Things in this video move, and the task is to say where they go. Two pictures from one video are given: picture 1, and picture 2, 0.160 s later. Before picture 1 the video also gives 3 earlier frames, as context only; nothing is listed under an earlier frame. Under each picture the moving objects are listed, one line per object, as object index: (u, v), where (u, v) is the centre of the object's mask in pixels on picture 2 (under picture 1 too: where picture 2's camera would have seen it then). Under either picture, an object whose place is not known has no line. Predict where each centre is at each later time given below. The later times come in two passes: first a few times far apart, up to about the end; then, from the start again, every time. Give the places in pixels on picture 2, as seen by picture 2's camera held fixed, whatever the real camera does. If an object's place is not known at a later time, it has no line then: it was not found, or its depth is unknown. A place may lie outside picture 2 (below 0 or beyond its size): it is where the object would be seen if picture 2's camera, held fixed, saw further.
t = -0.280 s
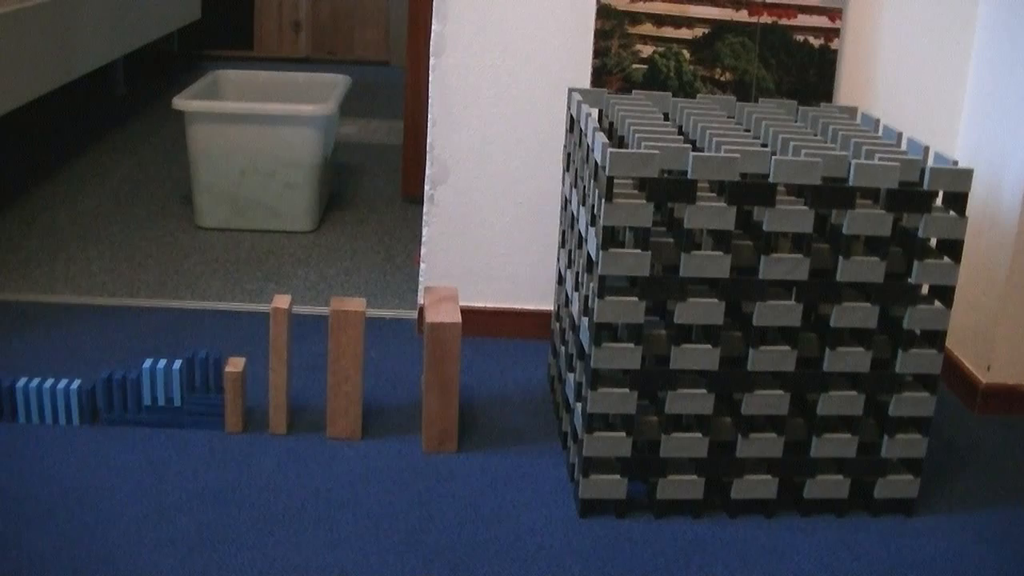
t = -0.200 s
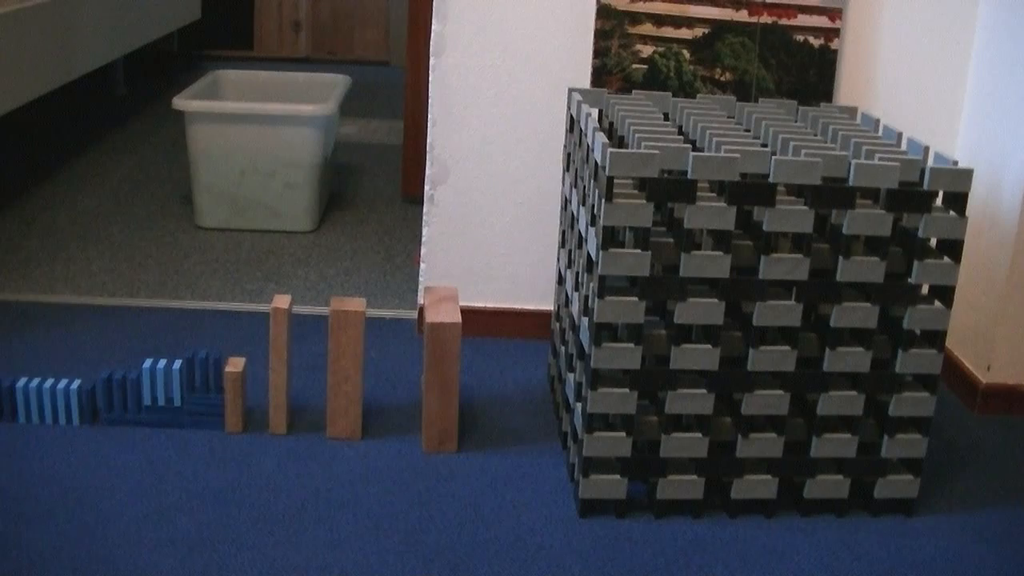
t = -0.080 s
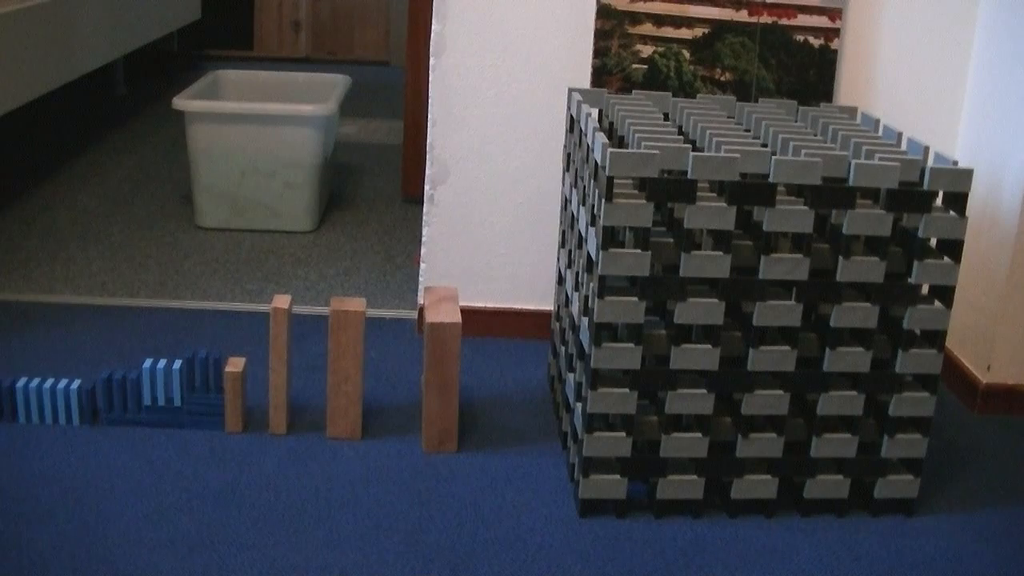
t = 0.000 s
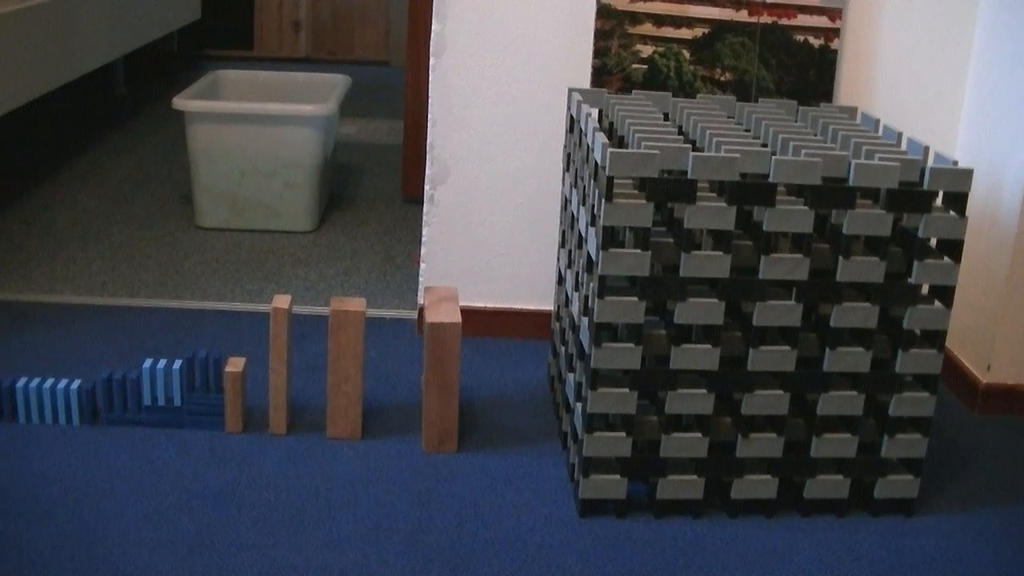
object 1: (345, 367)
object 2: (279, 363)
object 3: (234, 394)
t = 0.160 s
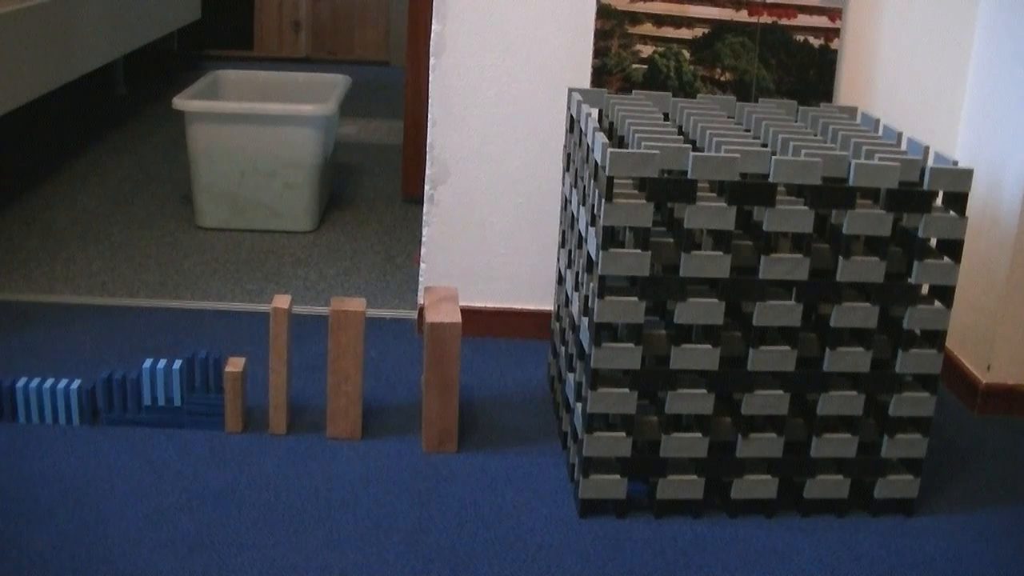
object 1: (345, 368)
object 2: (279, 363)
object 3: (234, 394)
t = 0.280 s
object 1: (345, 368)
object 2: (279, 364)
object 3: (234, 394)
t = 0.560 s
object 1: (345, 367)
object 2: (279, 363)
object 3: (236, 394)
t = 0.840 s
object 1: (345, 367)
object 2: (293, 363)
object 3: (252, 397)
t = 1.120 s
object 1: (366, 368)
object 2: (320, 369)
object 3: (262, 403)
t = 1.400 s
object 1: (410, 383)
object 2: (346, 388)
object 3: (264, 409)
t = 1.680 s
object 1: (423, 400)
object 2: (345, 396)
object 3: (263, 409)
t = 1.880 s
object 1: (423, 398)
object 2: (345, 396)
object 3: (263, 409)
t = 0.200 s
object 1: (345, 368)
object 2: (279, 364)
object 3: (234, 394)
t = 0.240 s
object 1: (345, 368)
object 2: (279, 364)
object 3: (234, 394)
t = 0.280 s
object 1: (345, 368)
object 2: (279, 364)
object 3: (234, 394)
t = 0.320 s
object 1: (345, 368)
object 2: (279, 364)
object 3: (234, 394)
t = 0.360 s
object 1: (345, 367)
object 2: (279, 364)
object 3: (234, 394)
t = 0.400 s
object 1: (345, 367)
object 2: (279, 364)
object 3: (234, 394)
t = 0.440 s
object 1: (345, 367)
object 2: (279, 364)
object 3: (235, 394)
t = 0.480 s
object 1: (345, 367)
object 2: (279, 364)
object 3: (235, 394)
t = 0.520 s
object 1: (345, 367)
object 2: (279, 364)
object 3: (235, 394)
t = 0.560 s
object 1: (345, 367)
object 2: (279, 363)
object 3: (236, 394)
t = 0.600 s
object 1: (345, 367)
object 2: (279, 363)
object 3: (239, 394)
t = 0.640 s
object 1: (345, 367)
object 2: (279, 364)
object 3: (242, 393)
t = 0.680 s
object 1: (345, 367)
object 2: (279, 363)
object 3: (247, 395)
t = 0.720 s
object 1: (345, 367)
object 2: (281, 363)
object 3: (247, 395)
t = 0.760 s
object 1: (345, 367)
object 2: (284, 364)
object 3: (249, 396)
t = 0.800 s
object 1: (345, 367)
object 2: (288, 363)
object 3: (250, 397)
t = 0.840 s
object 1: (345, 367)
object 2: (293, 363)
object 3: (252, 397)
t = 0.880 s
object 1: (345, 367)
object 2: (301, 364)
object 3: (255, 398)
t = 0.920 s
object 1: (347, 368)
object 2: (304, 365)
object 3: (255, 399)
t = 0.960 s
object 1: (349, 367)
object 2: (306, 366)
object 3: (255, 400)
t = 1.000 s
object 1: (353, 367)
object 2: (309, 366)
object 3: (260, 401)
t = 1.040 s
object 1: (356, 368)
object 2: (312, 366)
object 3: (260, 401)
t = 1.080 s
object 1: (360, 368)
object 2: (315, 368)
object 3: (261, 402)
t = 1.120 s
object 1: (366, 368)
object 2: (320, 369)
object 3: (262, 403)
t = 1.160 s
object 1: (374, 369)
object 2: (326, 372)
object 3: (263, 404)
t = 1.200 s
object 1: (380, 370)
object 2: (329, 374)
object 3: (263, 405)
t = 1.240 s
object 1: (385, 371)
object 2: (332, 377)
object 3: (264, 406)
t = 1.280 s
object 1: (389, 373)
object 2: (335, 379)
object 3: (264, 407)
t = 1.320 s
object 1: (395, 375)
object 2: (338, 381)
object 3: (264, 407)
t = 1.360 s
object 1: (402, 378)
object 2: (342, 384)
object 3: (264, 408)
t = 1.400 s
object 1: (410, 383)
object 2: (346, 388)
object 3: (264, 409)
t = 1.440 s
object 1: (417, 390)
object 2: (349, 392)
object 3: (264, 410)
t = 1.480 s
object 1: (421, 396)
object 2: (348, 394)
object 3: (264, 410)
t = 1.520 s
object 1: (422, 398)
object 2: (347, 395)
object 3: (264, 409)
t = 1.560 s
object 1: (423, 399)
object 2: (346, 395)
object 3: (264, 409)
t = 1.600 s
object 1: (423, 400)
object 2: (345, 396)
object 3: (263, 409)
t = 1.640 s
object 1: (423, 399)
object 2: (345, 396)
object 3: (263, 409)
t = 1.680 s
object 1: (423, 400)
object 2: (345, 396)
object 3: (263, 409)
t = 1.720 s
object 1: (424, 400)
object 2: (345, 396)
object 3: (263, 409)
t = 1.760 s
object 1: (424, 400)
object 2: (345, 396)
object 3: (263, 409)
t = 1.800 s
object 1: (424, 400)
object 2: (345, 396)
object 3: (263, 409)
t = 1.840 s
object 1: (423, 400)
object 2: (345, 396)
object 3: (263, 409)
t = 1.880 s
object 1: (423, 398)
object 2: (345, 396)
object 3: (263, 409)
